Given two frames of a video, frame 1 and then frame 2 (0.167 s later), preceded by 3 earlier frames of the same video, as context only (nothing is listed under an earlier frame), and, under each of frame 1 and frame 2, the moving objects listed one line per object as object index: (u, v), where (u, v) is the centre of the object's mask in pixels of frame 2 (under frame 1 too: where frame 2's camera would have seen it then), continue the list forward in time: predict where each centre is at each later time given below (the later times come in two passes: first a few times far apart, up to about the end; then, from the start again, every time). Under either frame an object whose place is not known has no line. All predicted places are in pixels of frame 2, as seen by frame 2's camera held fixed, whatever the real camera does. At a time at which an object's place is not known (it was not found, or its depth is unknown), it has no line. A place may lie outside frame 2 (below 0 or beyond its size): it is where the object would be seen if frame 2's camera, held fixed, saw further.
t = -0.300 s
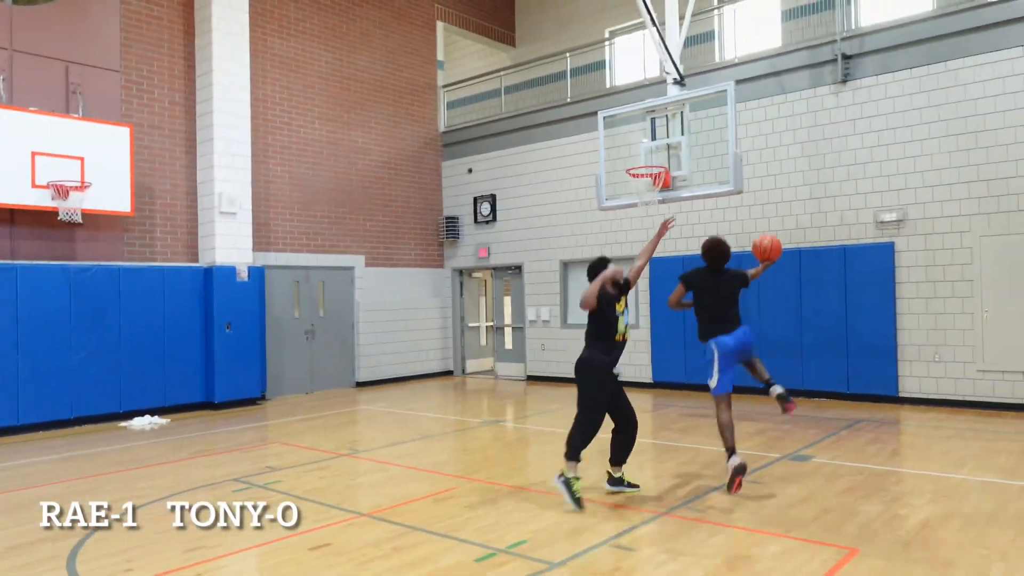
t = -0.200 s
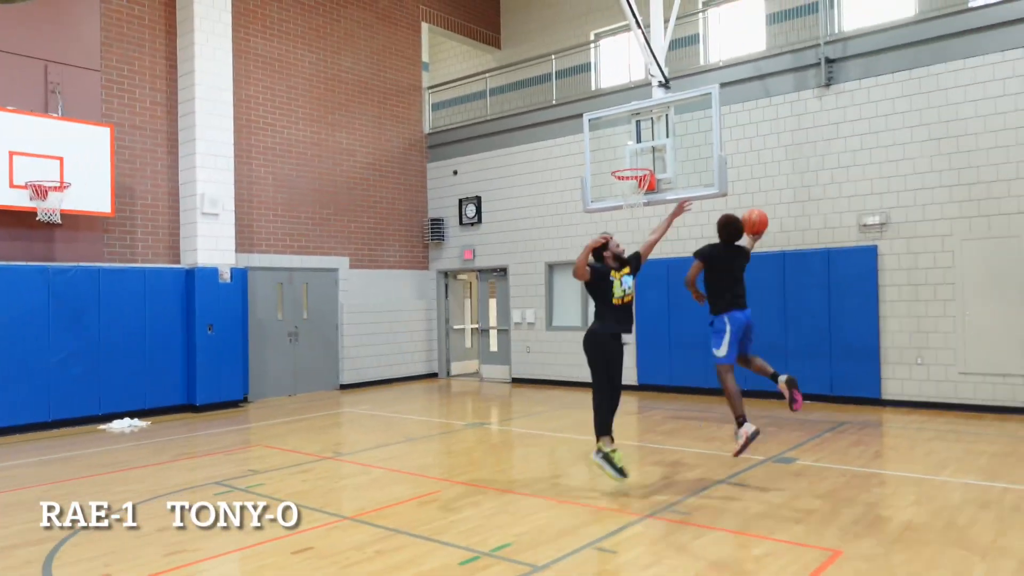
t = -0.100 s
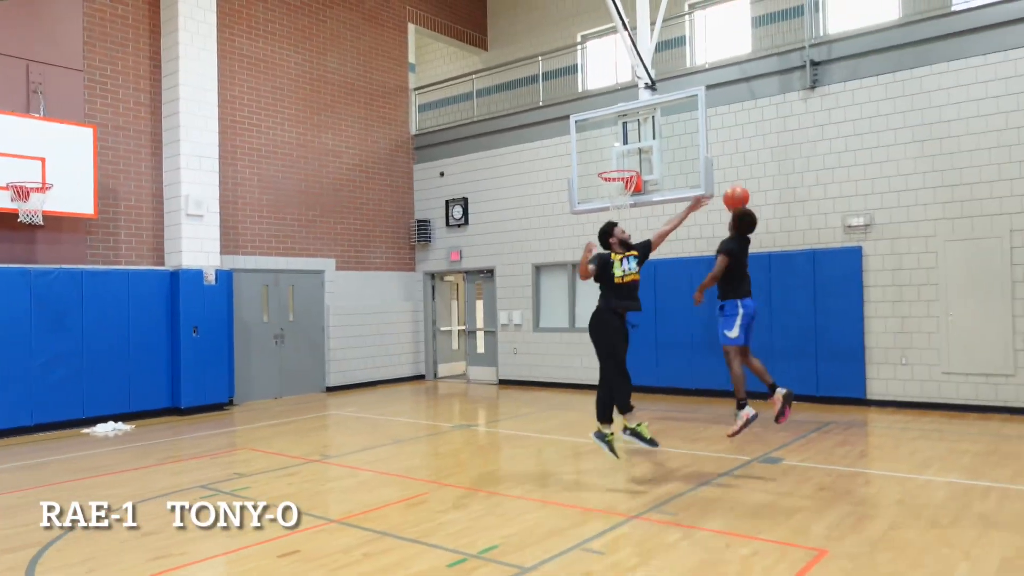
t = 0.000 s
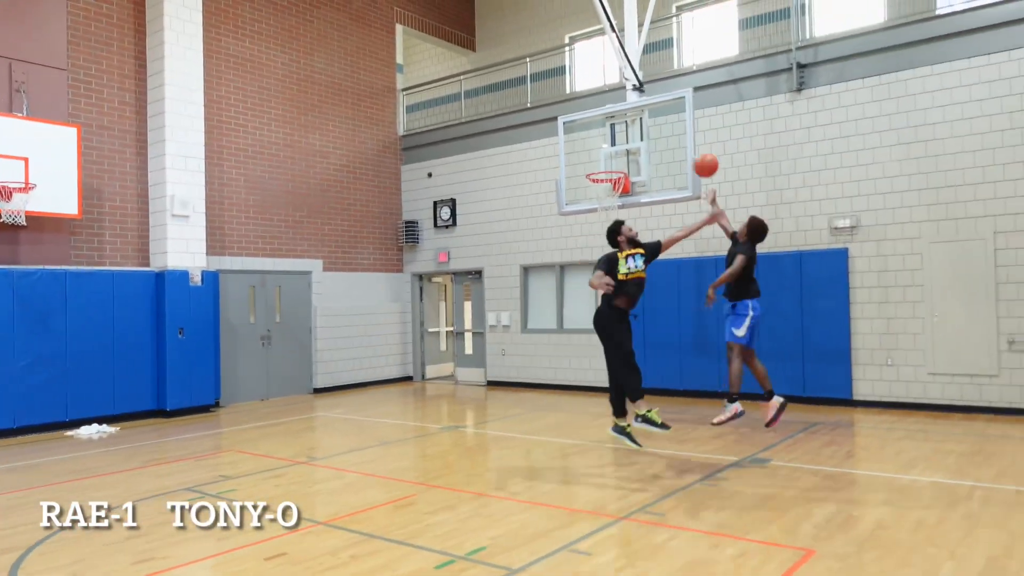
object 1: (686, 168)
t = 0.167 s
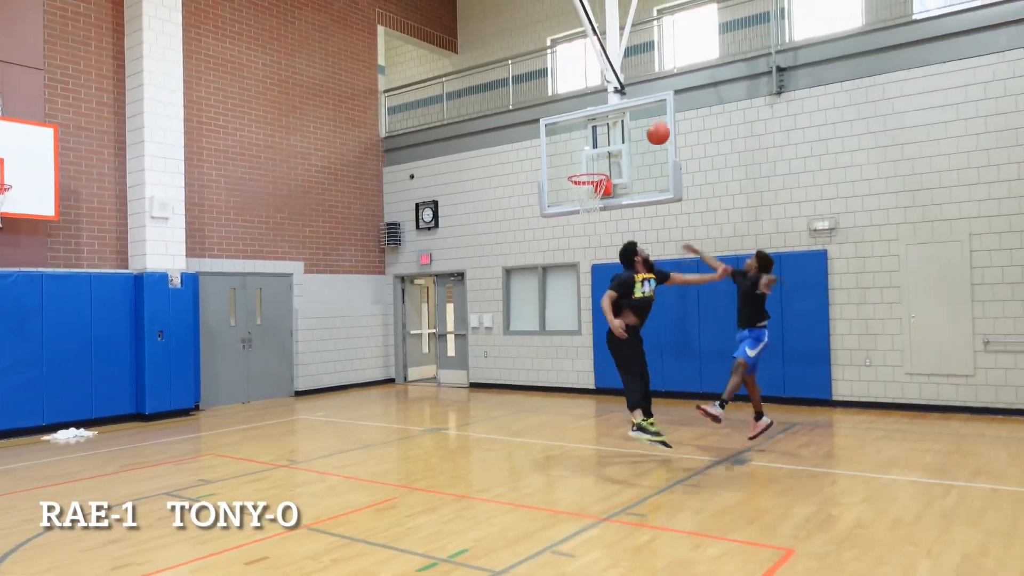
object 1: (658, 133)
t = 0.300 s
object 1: (638, 127)
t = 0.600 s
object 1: (602, 165)
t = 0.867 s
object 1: (576, 152)
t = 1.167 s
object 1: (549, 194)
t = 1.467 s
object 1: (525, 309)
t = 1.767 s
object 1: (503, 379)
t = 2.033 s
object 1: (485, 305)
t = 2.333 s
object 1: (466, 290)
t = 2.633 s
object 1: (451, 343)
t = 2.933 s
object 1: (436, 387)
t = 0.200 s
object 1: (653, 130)
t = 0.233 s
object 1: (648, 128)
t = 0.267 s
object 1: (643, 127)
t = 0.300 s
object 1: (638, 127)
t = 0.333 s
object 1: (634, 127)
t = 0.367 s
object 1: (630, 128)
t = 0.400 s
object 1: (625, 132)
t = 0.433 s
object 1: (621, 136)
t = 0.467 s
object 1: (617, 140)
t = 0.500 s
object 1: (613, 145)
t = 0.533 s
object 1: (609, 151)
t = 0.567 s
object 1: (605, 158)
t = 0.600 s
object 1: (602, 165)
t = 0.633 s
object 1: (599, 166)
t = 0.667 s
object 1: (595, 163)
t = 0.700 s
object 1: (593, 159)
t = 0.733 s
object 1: (590, 156)
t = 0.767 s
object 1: (586, 153)
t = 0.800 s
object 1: (583, 152)
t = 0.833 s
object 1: (580, 152)
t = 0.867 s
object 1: (576, 152)
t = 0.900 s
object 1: (573, 153)
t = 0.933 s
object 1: (570, 155)
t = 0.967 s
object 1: (567, 158)
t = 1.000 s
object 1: (564, 162)
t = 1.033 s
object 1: (561, 166)
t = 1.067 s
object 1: (558, 172)
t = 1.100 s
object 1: (555, 179)
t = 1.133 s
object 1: (552, 186)
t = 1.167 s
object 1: (549, 194)
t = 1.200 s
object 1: (546, 204)
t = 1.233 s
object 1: (543, 214)
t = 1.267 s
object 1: (541, 225)
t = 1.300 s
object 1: (538, 237)
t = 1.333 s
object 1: (535, 249)
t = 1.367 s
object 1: (533, 263)
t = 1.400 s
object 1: (530, 277)
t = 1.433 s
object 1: (528, 293)
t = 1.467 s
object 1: (525, 309)
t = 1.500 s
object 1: (523, 326)
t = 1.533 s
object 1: (520, 345)
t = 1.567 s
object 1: (518, 364)
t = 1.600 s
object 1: (516, 384)
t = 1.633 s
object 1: (513, 406)
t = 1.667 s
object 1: (511, 422)
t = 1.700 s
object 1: (508, 407)
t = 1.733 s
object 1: (506, 392)
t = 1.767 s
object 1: (503, 379)
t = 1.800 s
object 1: (501, 366)
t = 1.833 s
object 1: (499, 355)
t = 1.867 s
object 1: (496, 345)
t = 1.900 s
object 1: (494, 335)
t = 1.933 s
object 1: (492, 326)
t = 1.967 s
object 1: (489, 318)
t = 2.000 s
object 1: (487, 311)
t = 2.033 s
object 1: (485, 305)
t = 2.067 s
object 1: (483, 300)
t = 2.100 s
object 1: (480, 296)
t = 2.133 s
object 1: (478, 293)
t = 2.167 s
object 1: (476, 290)
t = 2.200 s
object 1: (474, 288)
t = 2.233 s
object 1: (472, 288)
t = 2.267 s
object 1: (470, 288)
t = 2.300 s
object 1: (468, 289)
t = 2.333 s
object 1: (466, 290)
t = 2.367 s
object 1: (464, 293)
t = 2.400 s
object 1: (463, 296)
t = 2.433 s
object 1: (461, 300)
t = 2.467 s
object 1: (459, 305)
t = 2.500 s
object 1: (457, 311)
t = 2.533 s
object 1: (455, 318)
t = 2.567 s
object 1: (454, 325)
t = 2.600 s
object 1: (452, 333)
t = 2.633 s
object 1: (451, 343)
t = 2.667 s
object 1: (449, 353)
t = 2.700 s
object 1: (447, 364)
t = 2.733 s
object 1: (445, 375)
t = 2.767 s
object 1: (444, 387)
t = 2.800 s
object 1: (442, 401)
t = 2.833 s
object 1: (441, 414)
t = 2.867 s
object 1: (439, 404)
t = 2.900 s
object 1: (438, 395)
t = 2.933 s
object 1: (436, 387)
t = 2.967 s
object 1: (435, 379)
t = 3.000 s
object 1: (433, 372)
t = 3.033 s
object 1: (431, 366)
